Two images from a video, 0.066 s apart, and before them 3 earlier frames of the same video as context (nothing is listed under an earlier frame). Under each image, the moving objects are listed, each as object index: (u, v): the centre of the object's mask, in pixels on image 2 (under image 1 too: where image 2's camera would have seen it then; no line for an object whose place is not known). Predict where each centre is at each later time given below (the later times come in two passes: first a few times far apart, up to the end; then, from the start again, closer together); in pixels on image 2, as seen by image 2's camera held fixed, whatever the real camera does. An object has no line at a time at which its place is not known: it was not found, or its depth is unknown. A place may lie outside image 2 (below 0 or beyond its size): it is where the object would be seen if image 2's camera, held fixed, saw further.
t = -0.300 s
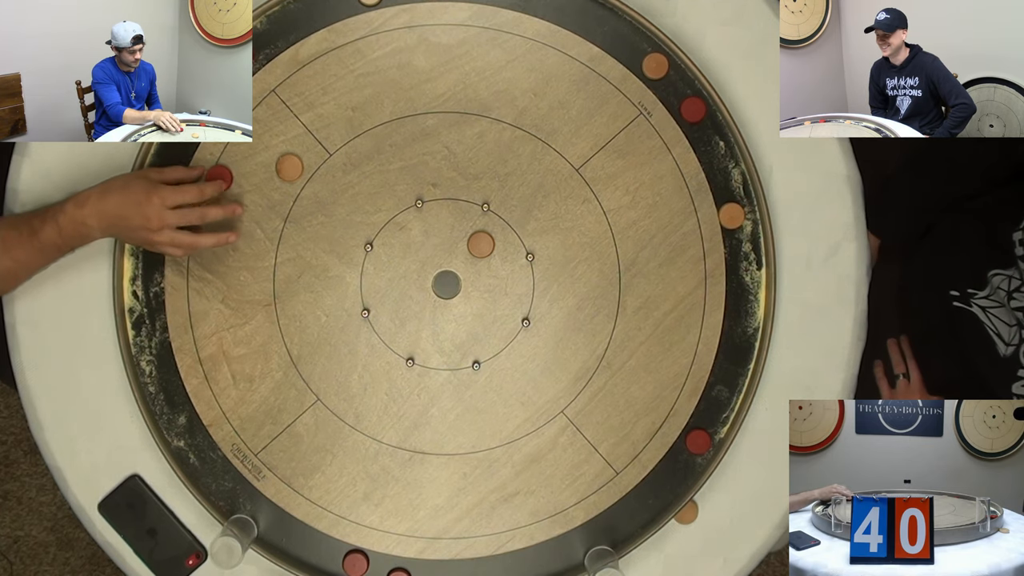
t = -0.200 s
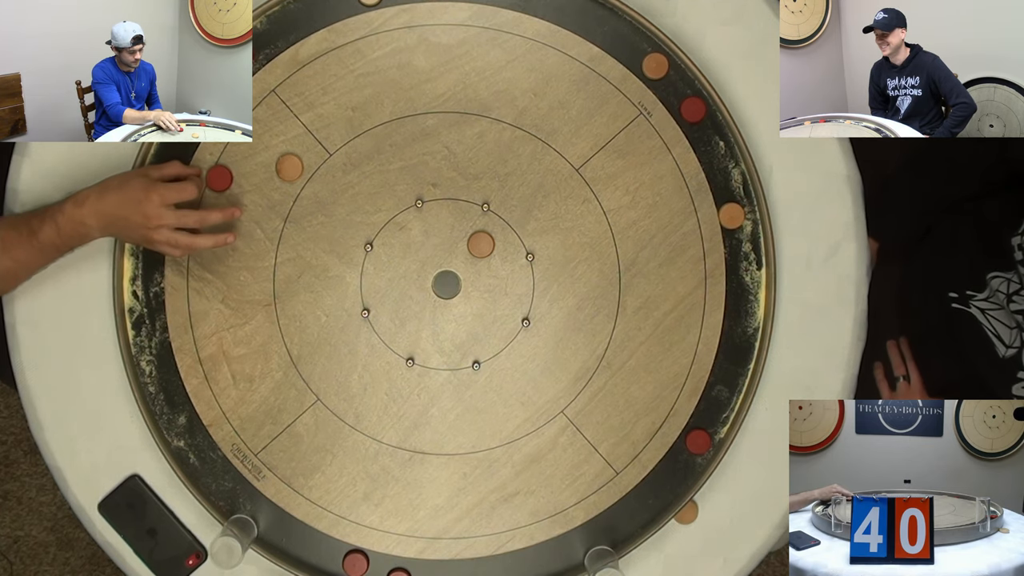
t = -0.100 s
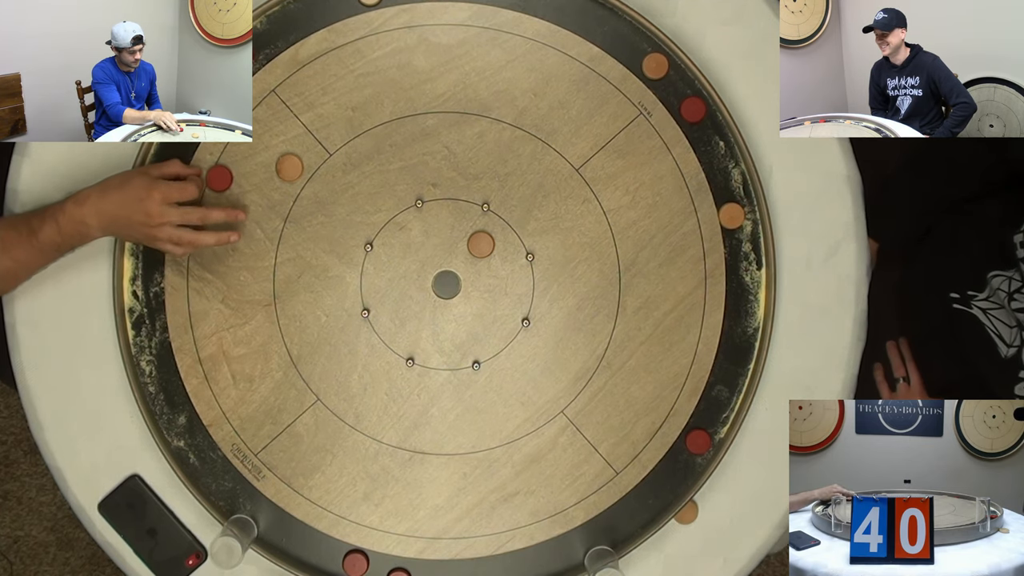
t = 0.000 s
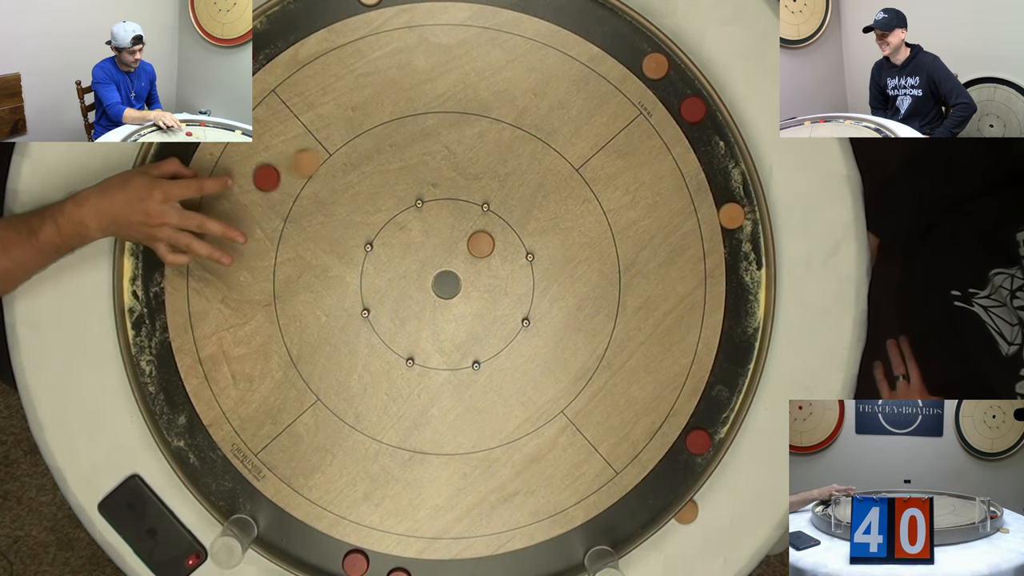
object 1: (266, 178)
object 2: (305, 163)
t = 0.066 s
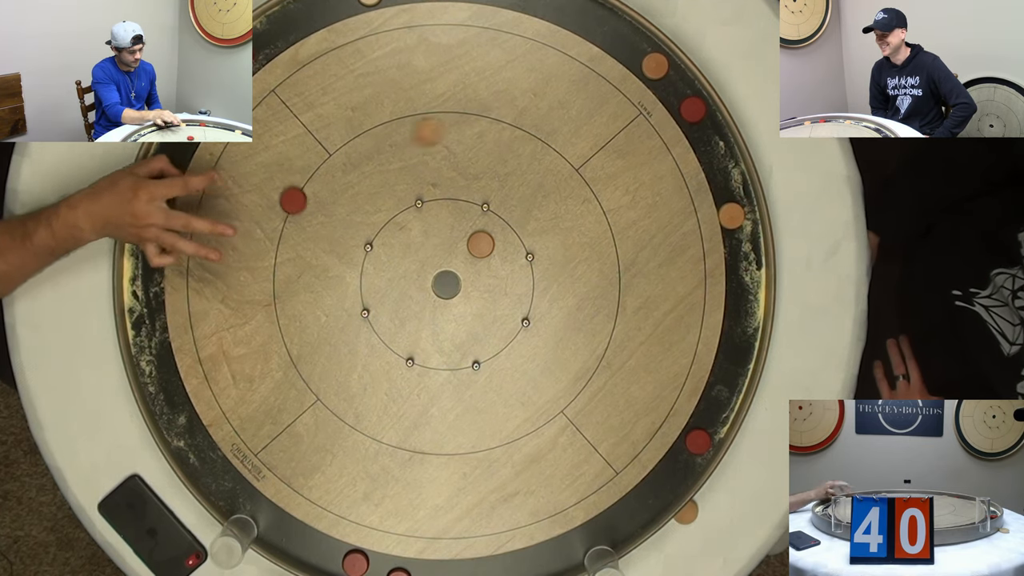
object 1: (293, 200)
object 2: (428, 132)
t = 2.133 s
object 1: (309, 323)
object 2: (678, 90)
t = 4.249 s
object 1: (309, 323)
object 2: (678, 90)
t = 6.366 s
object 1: (309, 323)
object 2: (678, 90)
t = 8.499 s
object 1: (309, 323)
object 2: (678, 90)
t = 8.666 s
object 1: (309, 323)
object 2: (678, 90)
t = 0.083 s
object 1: (299, 206)
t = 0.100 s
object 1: (305, 211)
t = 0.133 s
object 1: (318, 221)
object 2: (544, 101)
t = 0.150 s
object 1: (324, 226)
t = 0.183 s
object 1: (335, 236)
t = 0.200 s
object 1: (341, 241)
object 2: (657, 70)
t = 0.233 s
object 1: (351, 250)
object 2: (672, 90)
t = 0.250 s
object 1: (349, 255)
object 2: (679, 86)
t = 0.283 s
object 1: (344, 264)
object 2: (677, 89)
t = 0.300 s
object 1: (342, 268)
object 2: (674, 92)
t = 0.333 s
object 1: (337, 276)
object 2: (674, 93)
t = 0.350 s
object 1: (335, 280)
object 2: (676, 91)
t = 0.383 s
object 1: (331, 287)
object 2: (680, 88)
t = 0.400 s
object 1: (329, 290)
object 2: (681, 87)
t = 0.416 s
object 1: (328, 294)
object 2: (683, 86)
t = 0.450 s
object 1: (324, 299)
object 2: (681, 87)
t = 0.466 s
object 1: (323, 302)
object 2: (680, 88)
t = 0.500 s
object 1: (320, 307)
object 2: (678, 89)
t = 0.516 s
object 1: (318, 309)
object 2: (678, 90)
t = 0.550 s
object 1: (316, 313)
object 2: (678, 90)
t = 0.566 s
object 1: (315, 315)
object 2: (678, 90)
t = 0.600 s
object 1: (314, 318)
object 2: (678, 90)
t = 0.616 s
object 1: (313, 319)
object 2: (678, 90)
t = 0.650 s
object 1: (312, 321)
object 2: (678, 90)
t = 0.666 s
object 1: (311, 322)
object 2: (678, 90)
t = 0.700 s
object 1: (310, 323)
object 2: (678, 90)
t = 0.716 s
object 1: (310, 323)
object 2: (678, 90)
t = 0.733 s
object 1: (309, 323)
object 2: (678, 90)
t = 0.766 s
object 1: (309, 323)
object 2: (678, 90)
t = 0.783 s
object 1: (309, 323)
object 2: (678, 90)
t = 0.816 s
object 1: (309, 323)
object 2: (678, 90)
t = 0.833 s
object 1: (309, 323)
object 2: (678, 90)
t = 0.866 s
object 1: (309, 323)
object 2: (678, 90)
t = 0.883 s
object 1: (309, 323)
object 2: (678, 90)
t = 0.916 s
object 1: (309, 323)
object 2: (678, 90)
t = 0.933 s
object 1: (309, 323)
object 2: (678, 90)
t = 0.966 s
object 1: (309, 323)
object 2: (678, 90)
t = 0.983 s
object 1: (309, 323)
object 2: (678, 90)
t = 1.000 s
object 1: (309, 323)
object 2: (678, 90)
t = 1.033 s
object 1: (309, 323)
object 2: (678, 90)
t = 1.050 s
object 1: (309, 323)
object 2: (678, 90)
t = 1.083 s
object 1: (309, 323)
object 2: (678, 90)
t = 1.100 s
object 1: (309, 323)
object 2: (678, 90)
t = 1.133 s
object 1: (309, 323)
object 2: (678, 90)
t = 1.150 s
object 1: (309, 323)
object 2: (678, 90)
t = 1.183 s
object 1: (309, 323)
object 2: (678, 90)
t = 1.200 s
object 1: (309, 323)
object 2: (678, 90)
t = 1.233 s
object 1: (309, 323)
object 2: (678, 90)
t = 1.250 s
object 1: (309, 323)
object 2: (678, 90)
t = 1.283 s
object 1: (309, 323)
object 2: (678, 90)
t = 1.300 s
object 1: (309, 323)
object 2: (678, 90)
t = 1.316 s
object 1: (309, 323)
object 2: (678, 90)
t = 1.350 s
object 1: (309, 323)
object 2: (678, 90)
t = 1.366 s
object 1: (309, 323)
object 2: (677, 90)
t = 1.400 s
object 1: (309, 323)
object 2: (678, 90)
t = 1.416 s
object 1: (309, 323)
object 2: (678, 90)
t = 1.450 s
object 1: (309, 323)
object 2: (678, 90)
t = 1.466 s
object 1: (309, 323)
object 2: (678, 90)
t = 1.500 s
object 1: (309, 323)
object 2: (678, 90)
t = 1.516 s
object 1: (309, 323)
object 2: (678, 90)
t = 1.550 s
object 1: (309, 323)
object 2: (678, 90)
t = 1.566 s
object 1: (309, 323)
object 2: (678, 90)
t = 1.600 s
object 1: (309, 323)
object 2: (678, 90)
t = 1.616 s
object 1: (309, 323)
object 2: (678, 90)
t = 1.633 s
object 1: (309, 323)
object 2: (678, 90)
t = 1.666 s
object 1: (309, 323)
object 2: (678, 90)
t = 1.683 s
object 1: (309, 323)
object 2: (678, 90)
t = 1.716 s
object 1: (309, 323)
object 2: (678, 90)
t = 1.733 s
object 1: (309, 323)
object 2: (678, 90)
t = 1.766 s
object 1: (309, 323)
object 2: (678, 90)
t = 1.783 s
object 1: (309, 323)
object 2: (677, 90)
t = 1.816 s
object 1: (309, 323)
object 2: (678, 90)
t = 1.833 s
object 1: (309, 323)
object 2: (678, 90)
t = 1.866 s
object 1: (309, 323)
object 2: (678, 90)
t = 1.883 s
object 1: (309, 323)
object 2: (678, 90)
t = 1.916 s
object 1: (309, 323)
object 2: (678, 90)
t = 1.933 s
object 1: (309, 323)
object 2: (678, 90)
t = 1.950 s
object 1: (309, 323)
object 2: (678, 90)
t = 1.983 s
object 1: (309, 323)
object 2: (678, 90)
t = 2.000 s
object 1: (309, 323)
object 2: (678, 90)
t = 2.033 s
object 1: (309, 323)
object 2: (678, 90)
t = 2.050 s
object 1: (309, 323)
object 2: (678, 90)
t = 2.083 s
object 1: (309, 323)
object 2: (678, 90)
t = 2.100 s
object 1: (309, 323)
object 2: (678, 90)
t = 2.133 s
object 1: (309, 323)
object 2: (678, 90)
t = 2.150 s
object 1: (309, 323)
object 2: (678, 90)
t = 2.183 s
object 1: (309, 323)
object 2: (678, 90)
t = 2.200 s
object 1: (309, 323)
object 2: (678, 90)
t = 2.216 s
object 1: (309, 323)
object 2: (678, 90)
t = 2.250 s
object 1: (309, 323)
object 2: (678, 90)
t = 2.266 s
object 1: (309, 323)
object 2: (677, 90)
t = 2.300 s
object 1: (309, 323)
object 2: (678, 90)
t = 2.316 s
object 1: (309, 323)
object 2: (678, 90)
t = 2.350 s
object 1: (309, 323)
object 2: (677, 90)
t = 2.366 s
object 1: (309, 323)
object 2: (678, 90)
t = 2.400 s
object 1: (309, 323)
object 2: (678, 90)
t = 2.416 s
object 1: (309, 323)
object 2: (677, 90)
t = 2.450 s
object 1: (309, 323)
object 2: (677, 90)
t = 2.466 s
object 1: (309, 323)
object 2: (678, 90)
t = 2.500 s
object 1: (309, 323)
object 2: (677, 90)
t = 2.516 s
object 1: (309, 323)
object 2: (677, 90)
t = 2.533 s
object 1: (309, 323)
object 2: (678, 90)
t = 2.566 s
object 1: (309, 323)
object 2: (678, 90)
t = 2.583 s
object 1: (309, 323)
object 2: (678, 90)
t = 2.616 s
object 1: (309, 323)
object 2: (678, 90)
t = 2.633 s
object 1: (309, 323)
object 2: (678, 90)
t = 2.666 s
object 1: (309, 323)
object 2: (677, 90)
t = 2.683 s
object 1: (309, 323)
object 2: (678, 90)
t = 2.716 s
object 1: (309, 323)
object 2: (678, 90)
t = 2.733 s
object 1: (309, 323)
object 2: (678, 90)
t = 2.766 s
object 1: (309, 323)
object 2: (678, 90)
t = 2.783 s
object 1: (309, 323)
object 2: (678, 90)
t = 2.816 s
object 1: (309, 323)
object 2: (677, 90)
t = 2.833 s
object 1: (309, 323)
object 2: (678, 90)
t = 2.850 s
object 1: (309, 323)
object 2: (678, 90)
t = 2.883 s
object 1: (309, 323)
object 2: (678, 90)
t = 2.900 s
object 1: (309, 323)
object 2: (678, 90)
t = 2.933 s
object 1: (309, 323)
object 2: (678, 90)
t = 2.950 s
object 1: (309, 323)
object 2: (678, 90)
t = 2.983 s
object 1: (309, 323)
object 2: (678, 90)
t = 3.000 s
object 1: (309, 323)
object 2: (678, 90)
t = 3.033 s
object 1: (309, 323)
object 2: (678, 90)
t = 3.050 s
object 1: (309, 323)
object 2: (678, 90)
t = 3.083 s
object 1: (309, 323)
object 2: (678, 90)
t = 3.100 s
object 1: (309, 323)
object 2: (678, 90)
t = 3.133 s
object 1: (309, 323)
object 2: (678, 90)
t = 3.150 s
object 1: (309, 323)
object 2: (678, 90)
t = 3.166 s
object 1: (309, 323)
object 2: (678, 90)
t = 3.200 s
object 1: (309, 323)
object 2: (678, 90)
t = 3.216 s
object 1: (309, 323)
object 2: (678, 90)
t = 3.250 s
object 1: (309, 323)
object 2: (678, 90)
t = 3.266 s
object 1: (309, 323)
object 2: (678, 90)
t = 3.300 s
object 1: (309, 323)
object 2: (678, 90)
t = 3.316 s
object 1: (309, 323)
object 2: (678, 90)
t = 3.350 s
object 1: (309, 323)
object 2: (678, 90)
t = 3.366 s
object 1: (309, 323)
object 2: (678, 90)
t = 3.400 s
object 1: (309, 323)
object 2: (678, 90)
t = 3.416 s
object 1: (309, 323)
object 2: (678, 90)
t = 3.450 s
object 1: (309, 323)
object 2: (678, 90)
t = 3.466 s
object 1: (309, 323)
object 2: (678, 90)
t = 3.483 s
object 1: (309, 323)
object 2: (678, 90)
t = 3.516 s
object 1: (309, 323)
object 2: (678, 90)
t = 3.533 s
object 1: (309, 323)
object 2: (678, 90)
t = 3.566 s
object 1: (309, 323)
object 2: (678, 90)
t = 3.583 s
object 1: (309, 323)
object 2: (678, 90)
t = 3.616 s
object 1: (309, 323)
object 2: (678, 90)
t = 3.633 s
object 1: (309, 323)
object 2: (678, 90)
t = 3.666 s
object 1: (309, 323)
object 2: (678, 90)
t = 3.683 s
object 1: (309, 323)
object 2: (678, 90)
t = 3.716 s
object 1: (309, 323)
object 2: (678, 90)
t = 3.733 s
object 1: (309, 323)
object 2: (678, 90)
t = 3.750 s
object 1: (309, 323)
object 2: (678, 90)
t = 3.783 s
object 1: (309, 323)
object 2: (678, 90)
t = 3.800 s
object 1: (309, 323)
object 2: (678, 90)
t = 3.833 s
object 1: (309, 323)
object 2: (678, 90)
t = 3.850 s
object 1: (309, 323)
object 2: (678, 90)
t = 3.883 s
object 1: (309, 323)
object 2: (678, 90)
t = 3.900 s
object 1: (309, 323)
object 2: (678, 90)
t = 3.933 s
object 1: (309, 323)
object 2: (678, 90)
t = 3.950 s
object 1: (309, 323)
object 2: (678, 90)
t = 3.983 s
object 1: (309, 323)
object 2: (678, 90)
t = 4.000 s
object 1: (309, 323)
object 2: (678, 90)
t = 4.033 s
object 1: (309, 323)
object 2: (678, 90)
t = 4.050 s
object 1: (309, 323)
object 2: (678, 90)
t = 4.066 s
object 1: (309, 323)
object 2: (678, 90)
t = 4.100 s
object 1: (309, 323)
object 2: (678, 90)
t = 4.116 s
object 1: (309, 323)
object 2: (678, 90)
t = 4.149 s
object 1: (309, 323)
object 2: (678, 90)
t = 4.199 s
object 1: (309, 323)
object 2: (678, 90)
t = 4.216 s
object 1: (309, 323)
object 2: (678, 90)
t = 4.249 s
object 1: (309, 323)
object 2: (678, 90)
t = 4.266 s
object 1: (309, 323)
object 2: (678, 90)
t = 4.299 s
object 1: (309, 323)
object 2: (678, 90)
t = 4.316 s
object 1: (309, 323)
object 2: (678, 90)
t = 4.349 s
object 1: (309, 323)
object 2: (678, 90)
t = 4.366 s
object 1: (309, 323)
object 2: (678, 90)
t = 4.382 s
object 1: (309, 323)
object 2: (678, 90)
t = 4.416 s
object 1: (309, 323)
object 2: (678, 90)
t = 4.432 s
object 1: (309, 323)
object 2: (678, 90)
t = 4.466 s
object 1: (309, 323)
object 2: (678, 90)
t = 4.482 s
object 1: (309, 323)
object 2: (678, 90)
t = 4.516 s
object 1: (309, 323)
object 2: (678, 90)
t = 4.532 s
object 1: (309, 323)
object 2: (678, 90)
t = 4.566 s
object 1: (309, 323)
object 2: (678, 90)
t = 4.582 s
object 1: (309, 323)
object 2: (678, 90)
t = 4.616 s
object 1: (309, 323)
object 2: (678, 90)
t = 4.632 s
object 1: (309, 323)
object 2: (678, 90)
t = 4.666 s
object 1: (309, 323)
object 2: (678, 90)
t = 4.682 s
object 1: (309, 323)
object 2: (678, 90)
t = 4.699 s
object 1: (309, 323)
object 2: (678, 90)
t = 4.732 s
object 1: (309, 323)
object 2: (678, 90)
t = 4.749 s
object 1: (309, 323)
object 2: (678, 90)
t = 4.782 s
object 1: (309, 323)
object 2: (678, 90)
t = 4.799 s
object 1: (309, 323)
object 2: (678, 90)
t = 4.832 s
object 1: (309, 323)
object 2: (678, 90)
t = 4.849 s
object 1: (309, 323)
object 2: (678, 90)
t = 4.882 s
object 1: (309, 323)
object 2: (677, 90)
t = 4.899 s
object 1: (309, 323)
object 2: (677, 90)
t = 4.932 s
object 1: (309, 323)
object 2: (678, 90)
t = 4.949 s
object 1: (309, 323)
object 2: (678, 90)
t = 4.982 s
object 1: (309, 323)
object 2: (678, 90)
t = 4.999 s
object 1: (309, 323)
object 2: (677, 90)
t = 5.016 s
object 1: (309, 323)
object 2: (678, 90)
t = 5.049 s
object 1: (309, 323)
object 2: (677, 90)
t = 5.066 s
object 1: (309, 323)
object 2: (677, 90)
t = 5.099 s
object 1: (309, 323)
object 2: (677, 90)
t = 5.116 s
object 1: (309, 323)
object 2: (677, 90)
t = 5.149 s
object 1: (309, 323)
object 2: (677, 90)
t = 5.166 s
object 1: (309, 323)
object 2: (677, 90)
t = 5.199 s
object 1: (309, 323)
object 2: (677, 90)
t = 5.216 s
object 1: (309, 323)
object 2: (677, 90)
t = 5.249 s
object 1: (309, 323)
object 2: (677, 90)
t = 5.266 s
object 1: (309, 323)
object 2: (677, 90)
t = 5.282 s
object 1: (309, 323)
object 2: (678, 90)
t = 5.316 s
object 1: (309, 323)
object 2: (678, 90)
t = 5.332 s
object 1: (309, 323)
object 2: (678, 90)
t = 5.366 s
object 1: (309, 323)
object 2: (677, 90)
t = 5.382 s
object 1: (309, 323)
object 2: (678, 90)
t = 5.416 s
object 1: (309, 323)
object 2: (677, 90)
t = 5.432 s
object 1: (309, 323)
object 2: (677, 90)
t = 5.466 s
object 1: (309, 323)
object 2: (677, 90)
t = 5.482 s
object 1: (309, 323)
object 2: (677, 90)
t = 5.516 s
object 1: (309, 323)
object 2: (678, 90)
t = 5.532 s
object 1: (309, 323)
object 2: (678, 90)
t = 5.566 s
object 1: (309, 323)
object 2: (678, 90)
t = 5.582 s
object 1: (309, 323)
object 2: (678, 90)
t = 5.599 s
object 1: (309, 323)
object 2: (678, 90)
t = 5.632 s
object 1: (309, 323)
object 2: (677, 90)
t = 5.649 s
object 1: (309, 323)
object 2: (677, 90)
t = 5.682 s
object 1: (309, 323)
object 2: (677, 90)
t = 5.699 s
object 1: (309, 323)
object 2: (677, 90)
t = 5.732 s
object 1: (309, 323)
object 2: (678, 90)
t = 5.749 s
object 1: (309, 323)
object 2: (677, 90)
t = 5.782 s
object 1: (309, 323)
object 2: (678, 90)
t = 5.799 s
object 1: (309, 323)
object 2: (678, 90)
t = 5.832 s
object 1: (309, 323)
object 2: (678, 90)
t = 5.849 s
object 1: (309, 323)
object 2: (678, 90)
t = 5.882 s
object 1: (309, 323)
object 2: (677, 90)
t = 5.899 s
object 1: (309, 323)
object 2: (678, 90)
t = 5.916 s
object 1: (309, 323)
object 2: (678, 90)
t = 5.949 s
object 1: (309, 323)
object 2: (678, 90)
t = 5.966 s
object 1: (309, 323)
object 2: (678, 90)
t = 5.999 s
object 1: (309, 323)
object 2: (678, 90)
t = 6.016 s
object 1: (309, 323)
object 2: (678, 90)
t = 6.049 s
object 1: (309, 323)
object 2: (678, 90)
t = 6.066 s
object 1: (309, 323)
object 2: (678, 90)
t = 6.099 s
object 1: (309, 323)
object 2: (678, 90)
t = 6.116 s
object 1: (309, 323)
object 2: (678, 90)
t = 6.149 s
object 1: (309, 323)
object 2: (677, 90)
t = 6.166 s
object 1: (309, 323)
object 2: (678, 90)
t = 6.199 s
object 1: (309, 323)
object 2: (678, 90)
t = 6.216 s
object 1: (309, 323)
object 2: (678, 90)
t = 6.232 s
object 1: (309, 323)
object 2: (678, 90)
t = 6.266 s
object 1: (309, 323)
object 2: (678, 90)
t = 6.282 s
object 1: (309, 323)
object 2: (678, 90)
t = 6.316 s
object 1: (309, 323)
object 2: (678, 90)
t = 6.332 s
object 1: (309, 323)
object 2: (678, 90)
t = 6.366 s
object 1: (309, 323)
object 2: (678, 90)
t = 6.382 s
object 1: (309, 323)
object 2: (678, 90)
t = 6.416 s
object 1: (309, 323)
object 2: (678, 90)
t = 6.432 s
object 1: (309, 323)
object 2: (678, 90)
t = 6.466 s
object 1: (309, 323)
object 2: (678, 90)
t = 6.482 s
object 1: (309, 323)
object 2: (678, 90)
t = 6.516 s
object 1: (309, 323)
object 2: (678, 90)
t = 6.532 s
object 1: (309, 323)
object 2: (678, 90)
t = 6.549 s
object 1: (309, 323)
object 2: (678, 90)
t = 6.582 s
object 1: (309, 323)
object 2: (678, 90)
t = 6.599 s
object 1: (309, 323)
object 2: (678, 90)
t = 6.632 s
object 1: (309, 323)
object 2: (678, 90)
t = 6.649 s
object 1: (309, 323)
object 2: (678, 90)
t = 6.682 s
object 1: (309, 323)
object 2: (678, 90)
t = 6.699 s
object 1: (309, 323)
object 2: (678, 90)
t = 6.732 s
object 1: (309, 323)
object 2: (678, 90)
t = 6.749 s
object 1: (309, 323)
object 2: (678, 90)
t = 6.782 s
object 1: (309, 323)
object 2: (678, 90)
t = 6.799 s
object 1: (309, 323)
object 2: (678, 90)
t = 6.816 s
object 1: (309, 323)
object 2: (678, 90)
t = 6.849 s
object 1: (309, 323)
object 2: (678, 90)
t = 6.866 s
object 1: (309, 323)
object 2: (678, 90)
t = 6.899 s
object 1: (309, 323)
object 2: (678, 90)
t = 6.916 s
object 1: (309, 323)
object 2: (678, 90)
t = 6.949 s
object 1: (309, 323)
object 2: (678, 90)
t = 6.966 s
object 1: (309, 323)
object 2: (678, 90)
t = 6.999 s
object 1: (309, 323)
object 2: (678, 90)
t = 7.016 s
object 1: (309, 323)
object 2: (678, 90)
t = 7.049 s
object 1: (309, 323)
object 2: (678, 90)
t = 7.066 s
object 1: (309, 323)
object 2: (678, 90)
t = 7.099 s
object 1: (309, 323)
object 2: (678, 90)
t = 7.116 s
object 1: (309, 323)
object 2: (678, 90)
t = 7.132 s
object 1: (309, 323)
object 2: (678, 90)
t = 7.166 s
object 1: (309, 323)
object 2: (678, 90)
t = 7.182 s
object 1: (309, 323)
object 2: (678, 90)
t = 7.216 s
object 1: (309, 323)
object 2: (678, 90)
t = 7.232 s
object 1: (309, 323)
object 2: (678, 90)
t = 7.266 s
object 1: (309, 323)
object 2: (678, 90)
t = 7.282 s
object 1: (309, 323)
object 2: (678, 90)
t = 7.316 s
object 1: (309, 323)
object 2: (678, 90)
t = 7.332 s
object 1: (309, 323)
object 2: (678, 90)
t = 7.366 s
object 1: (309, 323)
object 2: (678, 90)
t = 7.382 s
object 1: (309, 323)
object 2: (678, 90)
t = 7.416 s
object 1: (309, 323)
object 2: (678, 90)
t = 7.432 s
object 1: (309, 323)
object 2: (678, 90)
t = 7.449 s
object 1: (309, 323)
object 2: (678, 90)
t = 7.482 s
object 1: (309, 323)
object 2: (678, 90)
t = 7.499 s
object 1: (309, 323)
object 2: (678, 90)
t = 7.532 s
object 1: (309, 323)
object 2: (678, 90)
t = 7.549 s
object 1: (309, 323)
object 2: (678, 90)
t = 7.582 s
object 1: (309, 323)
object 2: (678, 90)
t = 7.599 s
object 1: (309, 323)
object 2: (678, 90)
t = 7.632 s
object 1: (309, 323)
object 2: (678, 90)
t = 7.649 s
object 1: (309, 323)
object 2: (678, 90)
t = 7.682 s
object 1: (309, 323)
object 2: (678, 90)
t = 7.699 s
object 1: (309, 323)
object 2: (678, 90)
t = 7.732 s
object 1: (309, 323)
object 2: (678, 90)
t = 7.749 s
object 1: (309, 323)
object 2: (678, 90)
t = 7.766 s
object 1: (309, 323)
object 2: (678, 90)
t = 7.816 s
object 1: (309, 323)
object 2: (678, 90)
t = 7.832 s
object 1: (309, 323)
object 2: (678, 90)
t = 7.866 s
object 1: (309, 323)
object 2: (678, 90)
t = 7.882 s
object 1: (309, 323)
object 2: (678, 90)
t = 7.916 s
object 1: (309, 323)
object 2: (678, 90)
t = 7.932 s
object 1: (309, 323)
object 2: (678, 90)
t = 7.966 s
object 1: (309, 323)
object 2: (678, 90)
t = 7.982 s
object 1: (309, 323)
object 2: (678, 90)
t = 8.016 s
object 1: (309, 323)
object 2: (678, 90)
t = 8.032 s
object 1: (309, 323)
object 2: (678, 90)
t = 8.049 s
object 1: (309, 323)
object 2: (678, 90)
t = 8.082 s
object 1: (309, 323)
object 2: (678, 90)
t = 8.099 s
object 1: (309, 323)
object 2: (678, 90)
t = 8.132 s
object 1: (309, 323)
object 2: (678, 90)
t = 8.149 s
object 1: (309, 323)
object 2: (678, 90)
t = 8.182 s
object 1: (309, 323)
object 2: (678, 90)
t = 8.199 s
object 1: (309, 323)
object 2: (678, 90)
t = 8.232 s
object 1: (309, 323)
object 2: (678, 90)
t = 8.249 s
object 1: (309, 323)
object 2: (678, 90)
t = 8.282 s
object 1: (309, 323)
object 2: (678, 90)
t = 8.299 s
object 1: (309, 323)
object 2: (678, 90)
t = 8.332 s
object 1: (309, 323)
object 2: (678, 90)
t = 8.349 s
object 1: (309, 323)
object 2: (678, 90)
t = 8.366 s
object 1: (309, 323)
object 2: (678, 90)
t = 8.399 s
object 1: (309, 323)
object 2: (678, 90)
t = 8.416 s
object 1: (309, 323)
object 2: (678, 90)
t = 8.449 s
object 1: (309, 323)
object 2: (678, 90)
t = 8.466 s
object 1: (309, 323)
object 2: (678, 90)
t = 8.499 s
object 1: (309, 323)
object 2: (678, 90)
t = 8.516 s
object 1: (309, 323)
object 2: (678, 90)
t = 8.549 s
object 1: (309, 323)
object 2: (678, 90)
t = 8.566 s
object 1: (309, 323)
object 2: (678, 90)
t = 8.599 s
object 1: (309, 323)
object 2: (678, 90)
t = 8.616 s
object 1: (309, 323)
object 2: (678, 90)
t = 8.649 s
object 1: (309, 323)
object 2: (678, 90)
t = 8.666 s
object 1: (309, 323)
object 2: (678, 90)
